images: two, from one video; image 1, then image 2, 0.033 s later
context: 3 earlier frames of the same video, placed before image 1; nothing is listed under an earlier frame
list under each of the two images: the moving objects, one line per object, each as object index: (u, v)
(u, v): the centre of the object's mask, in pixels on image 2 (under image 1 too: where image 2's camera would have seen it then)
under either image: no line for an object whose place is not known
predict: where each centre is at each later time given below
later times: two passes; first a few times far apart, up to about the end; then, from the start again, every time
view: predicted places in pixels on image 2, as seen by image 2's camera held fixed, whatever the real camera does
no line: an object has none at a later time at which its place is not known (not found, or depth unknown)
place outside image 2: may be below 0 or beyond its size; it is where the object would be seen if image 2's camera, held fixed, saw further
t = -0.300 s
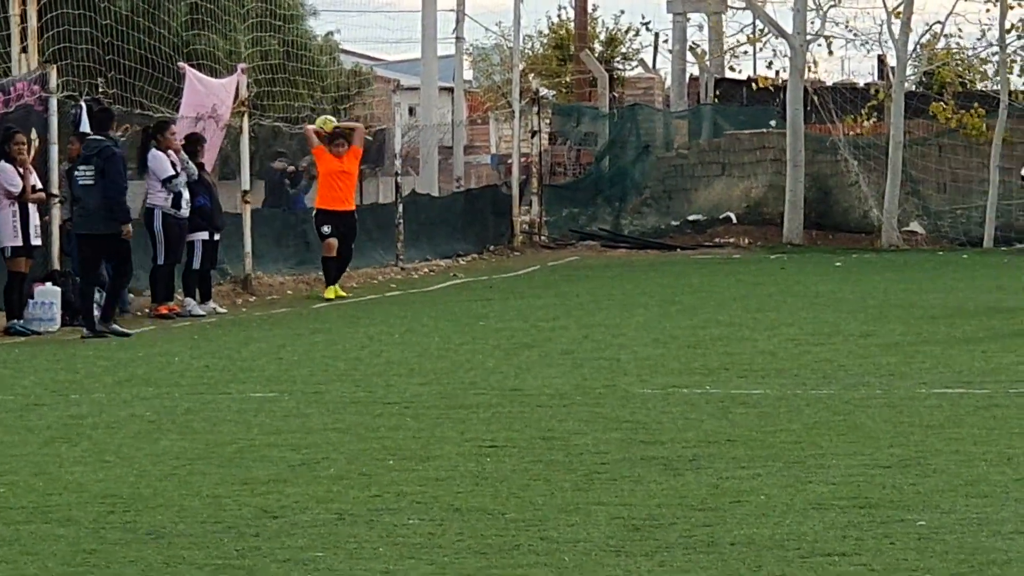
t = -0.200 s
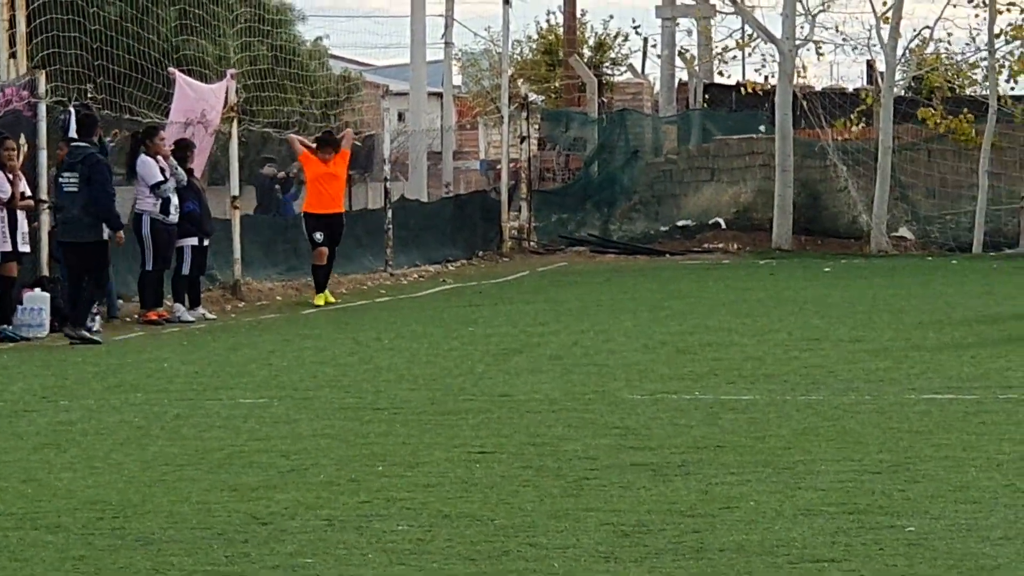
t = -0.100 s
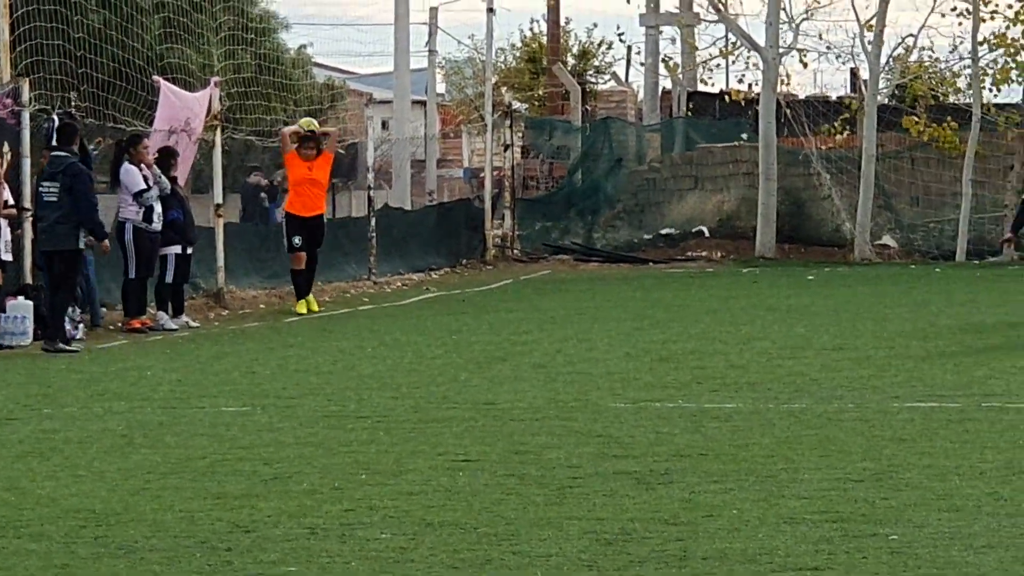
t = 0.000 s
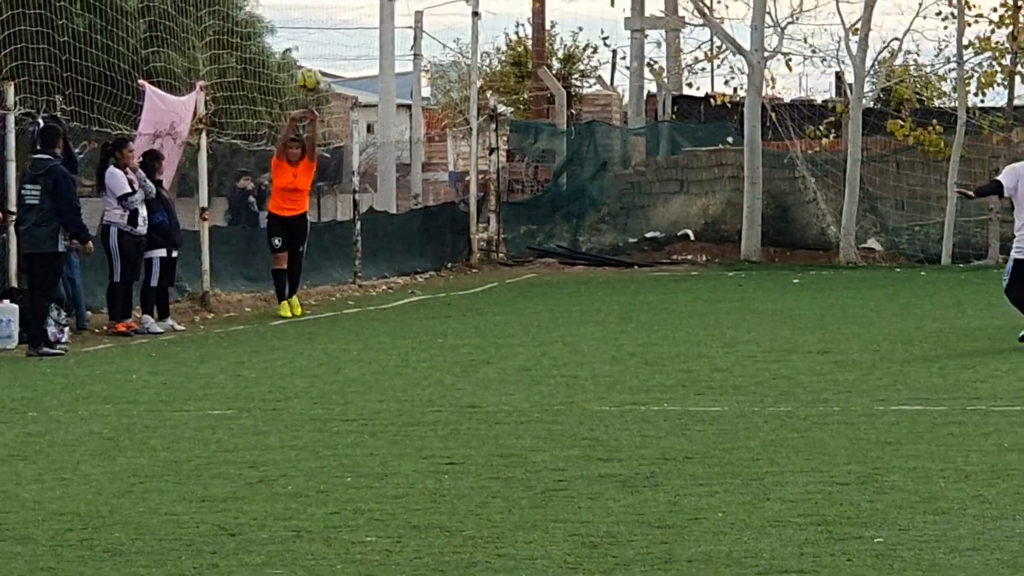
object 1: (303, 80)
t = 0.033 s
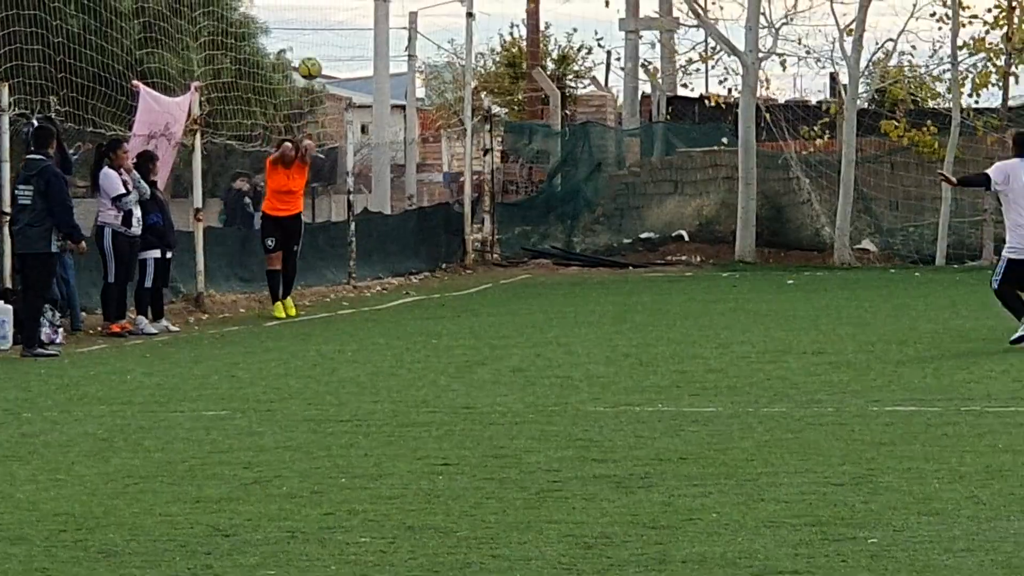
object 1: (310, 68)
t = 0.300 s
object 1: (370, 13)
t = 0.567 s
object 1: (447, 40)
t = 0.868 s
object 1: (560, 193)
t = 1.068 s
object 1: (638, 322)
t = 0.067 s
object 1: (316, 57)
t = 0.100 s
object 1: (323, 48)
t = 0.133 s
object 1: (330, 39)
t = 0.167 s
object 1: (338, 31)
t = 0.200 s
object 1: (345, 25)
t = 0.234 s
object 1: (353, 20)
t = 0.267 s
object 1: (362, 16)
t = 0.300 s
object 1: (370, 13)
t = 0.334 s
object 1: (379, 11)
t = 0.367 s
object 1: (387, 11)
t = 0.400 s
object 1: (397, 12)
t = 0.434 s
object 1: (406, 15)
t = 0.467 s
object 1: (416, 19)
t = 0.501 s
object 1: (426, 24)
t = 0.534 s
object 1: (437, 32)
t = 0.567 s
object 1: (447, 40)
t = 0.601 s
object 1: (459, 51)
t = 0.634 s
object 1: (470, 62)
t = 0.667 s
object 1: (482, 75)
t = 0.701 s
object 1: (494, 90)
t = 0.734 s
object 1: (507, 107)
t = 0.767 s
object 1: (519, 125)
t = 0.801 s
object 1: (533, 146)
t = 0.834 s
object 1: (546, 169)
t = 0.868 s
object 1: (560, 193)
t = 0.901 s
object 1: (574, 219)
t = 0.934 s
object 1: (588, 248)
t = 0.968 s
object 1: (602, 279)
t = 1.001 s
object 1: (617, 313)
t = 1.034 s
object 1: (631, 343)
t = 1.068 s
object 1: (638, 322)
